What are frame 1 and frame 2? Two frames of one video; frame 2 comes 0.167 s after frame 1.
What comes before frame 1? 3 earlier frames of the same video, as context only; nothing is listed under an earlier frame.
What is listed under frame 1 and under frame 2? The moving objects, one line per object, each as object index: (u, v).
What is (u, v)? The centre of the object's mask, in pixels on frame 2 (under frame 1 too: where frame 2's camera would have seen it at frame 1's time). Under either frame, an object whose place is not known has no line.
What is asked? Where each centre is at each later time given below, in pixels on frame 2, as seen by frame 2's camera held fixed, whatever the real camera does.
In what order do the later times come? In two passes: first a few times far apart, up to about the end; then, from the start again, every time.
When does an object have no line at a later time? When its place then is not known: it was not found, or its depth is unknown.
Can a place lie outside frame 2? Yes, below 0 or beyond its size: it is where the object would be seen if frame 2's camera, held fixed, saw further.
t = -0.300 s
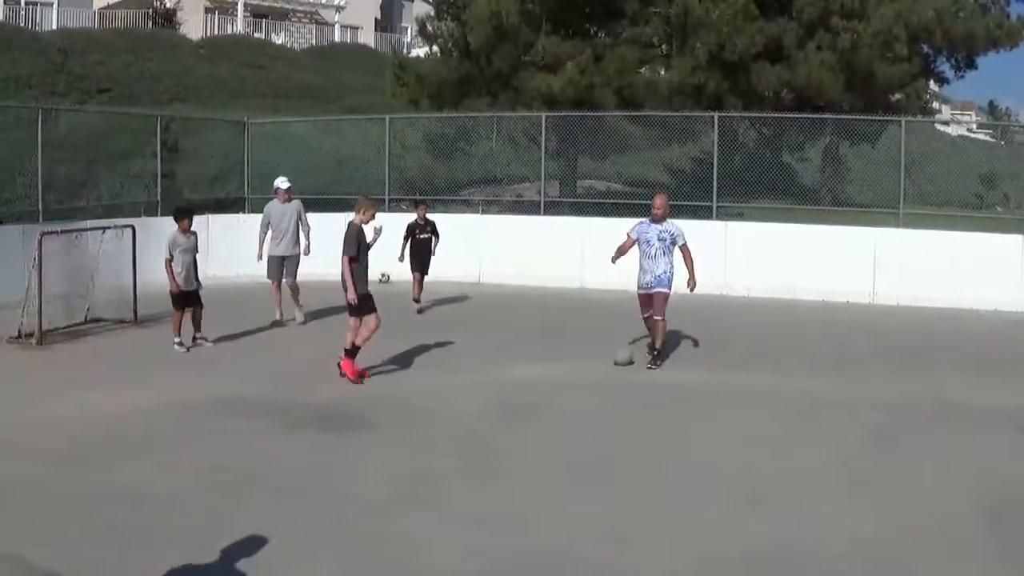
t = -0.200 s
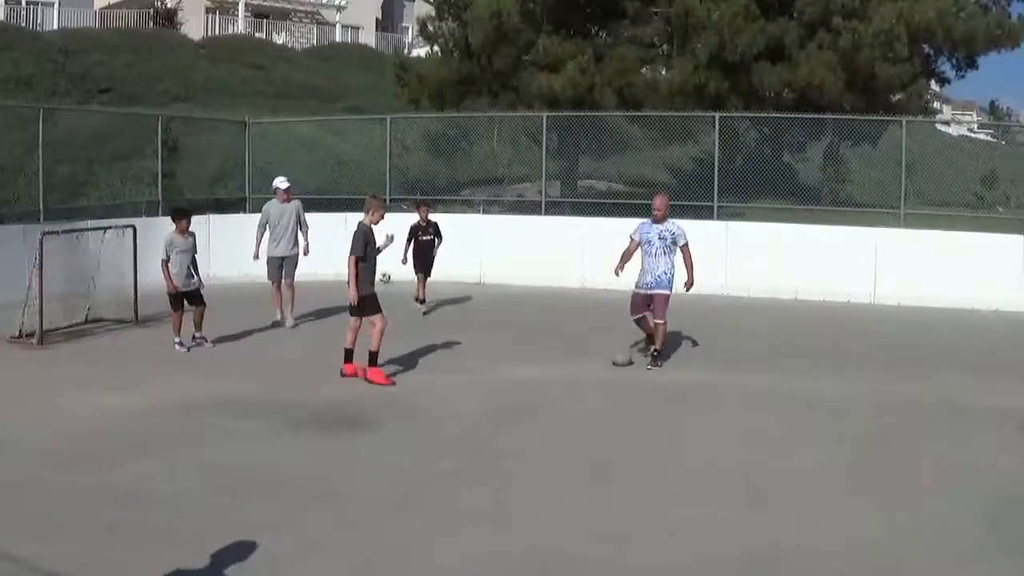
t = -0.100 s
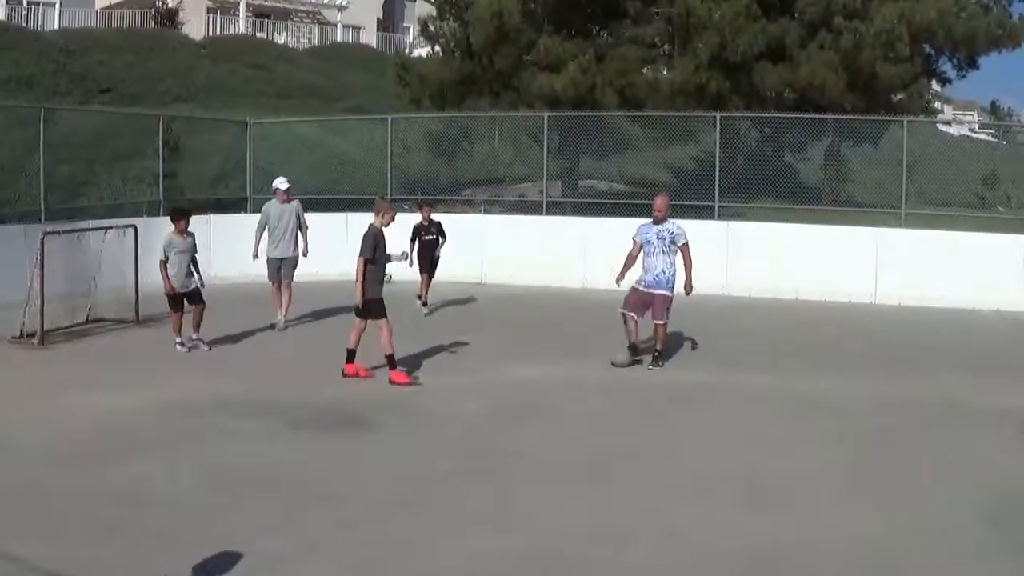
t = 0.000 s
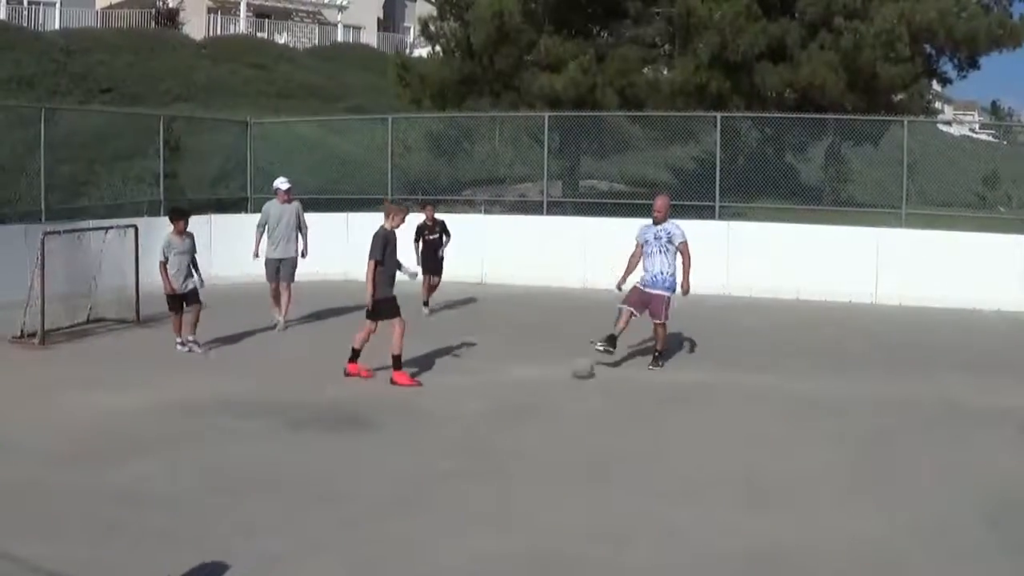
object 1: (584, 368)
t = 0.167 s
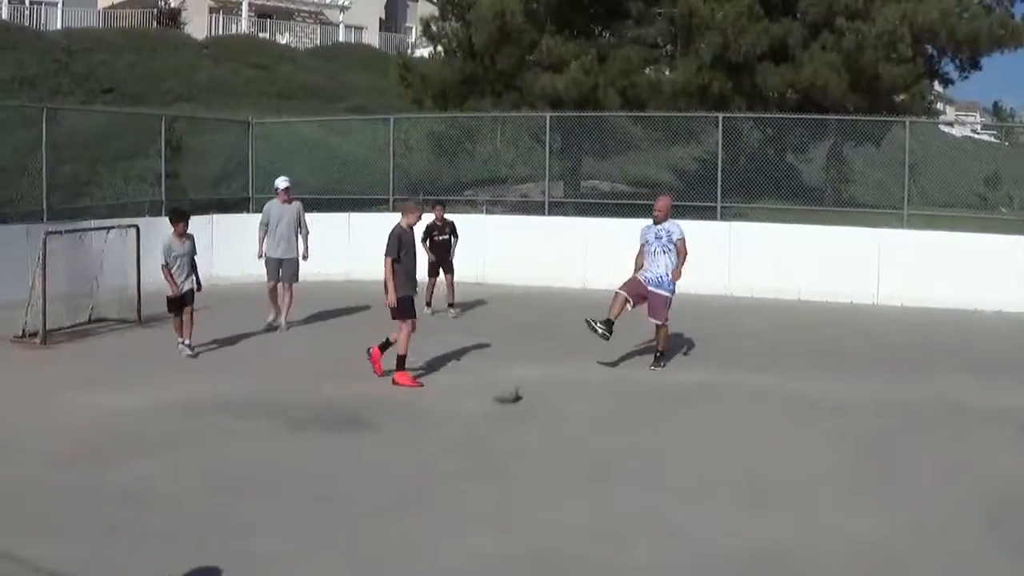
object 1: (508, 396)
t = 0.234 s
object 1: (474, 401)
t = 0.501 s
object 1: (342, 435)
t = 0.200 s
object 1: (494, 400)
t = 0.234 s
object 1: (474, 401)
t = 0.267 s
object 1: (459, 406)
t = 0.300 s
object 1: (444, 409)
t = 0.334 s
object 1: (429, 414)
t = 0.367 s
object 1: (411, 418)
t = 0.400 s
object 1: (394, 424)
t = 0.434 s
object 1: (376, 427)
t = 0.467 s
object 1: (360, 432)
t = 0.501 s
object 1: (342, 435)
